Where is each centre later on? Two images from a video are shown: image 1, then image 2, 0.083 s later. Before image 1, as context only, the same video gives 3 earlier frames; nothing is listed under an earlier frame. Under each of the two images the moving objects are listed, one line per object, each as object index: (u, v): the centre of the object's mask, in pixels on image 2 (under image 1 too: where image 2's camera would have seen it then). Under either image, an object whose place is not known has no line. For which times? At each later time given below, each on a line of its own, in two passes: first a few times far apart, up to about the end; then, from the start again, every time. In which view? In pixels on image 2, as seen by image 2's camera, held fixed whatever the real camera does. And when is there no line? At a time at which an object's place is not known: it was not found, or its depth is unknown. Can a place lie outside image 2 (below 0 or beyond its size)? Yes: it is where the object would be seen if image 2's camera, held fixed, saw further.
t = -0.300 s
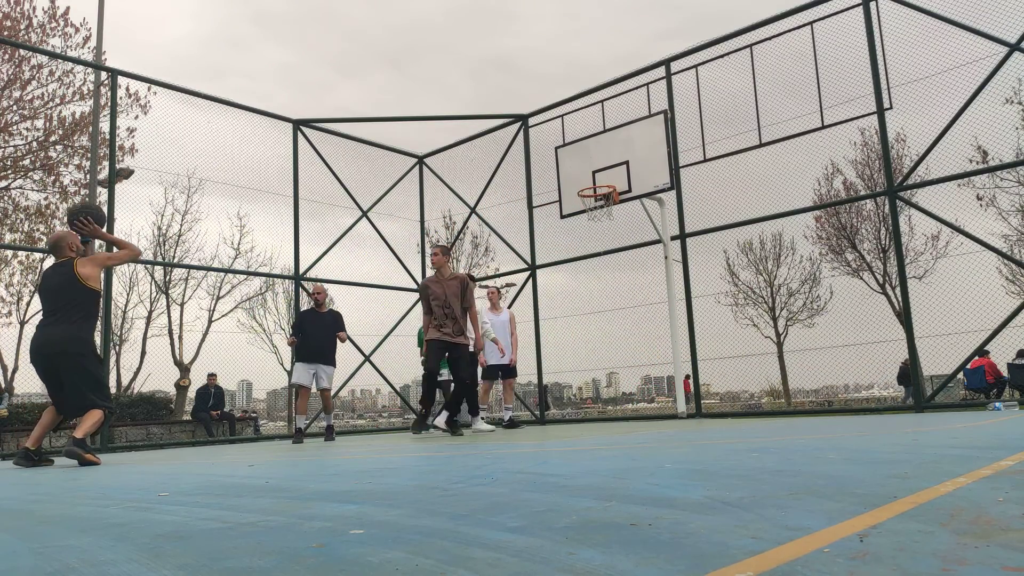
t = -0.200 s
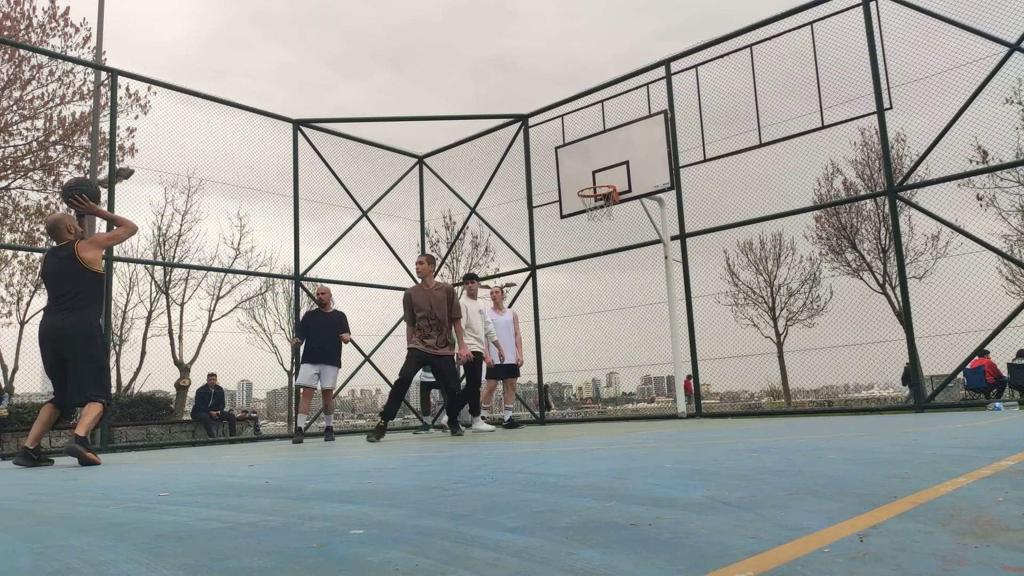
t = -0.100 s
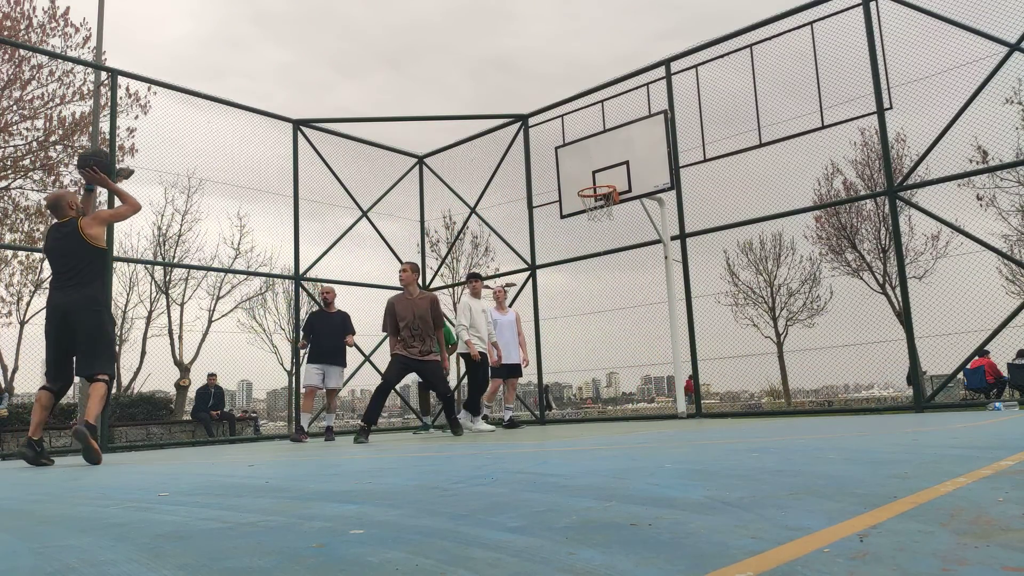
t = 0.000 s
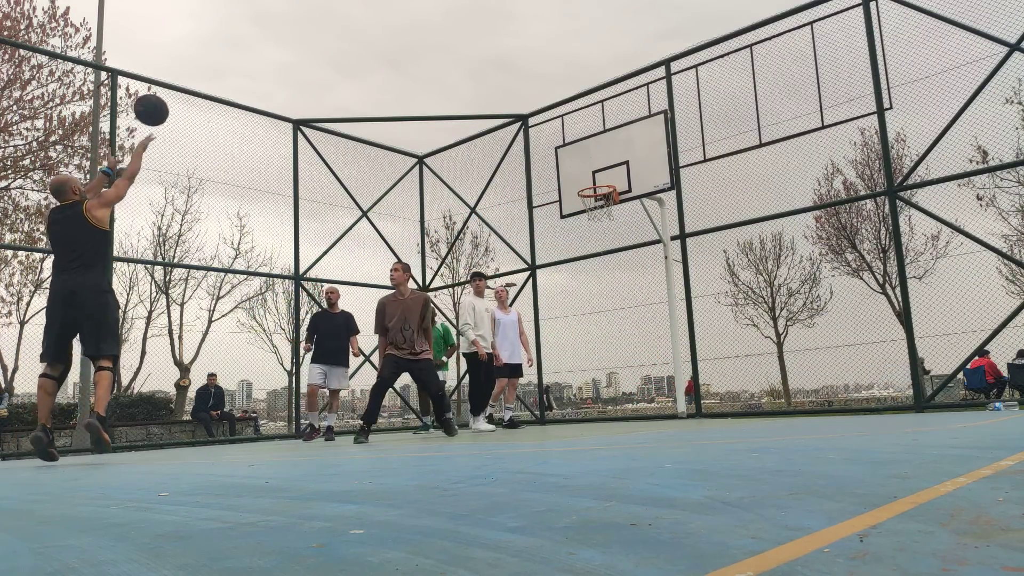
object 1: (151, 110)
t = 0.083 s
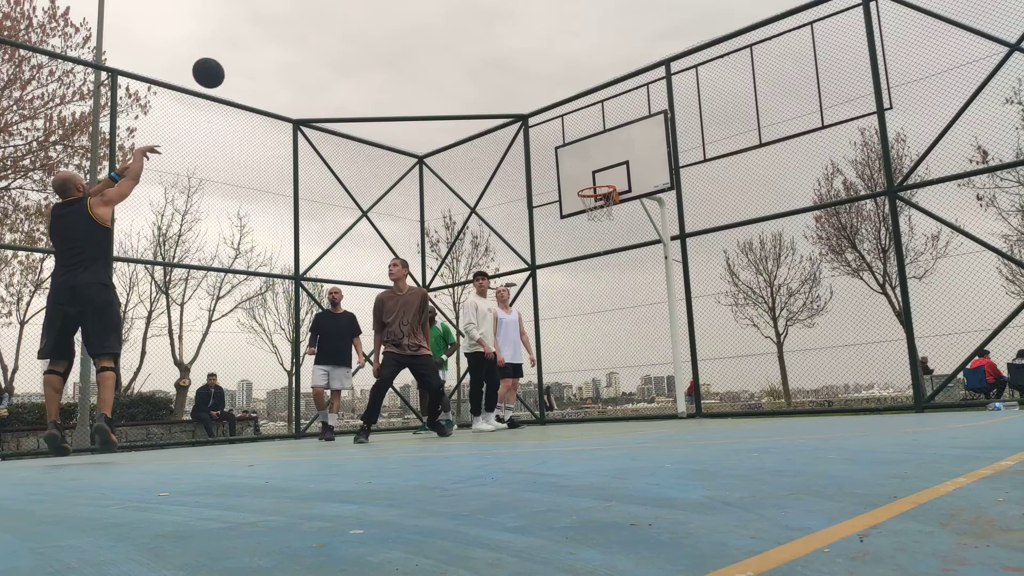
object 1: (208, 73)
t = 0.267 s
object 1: (312, 29)
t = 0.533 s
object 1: (427, 30)
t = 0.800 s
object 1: (517, 85)
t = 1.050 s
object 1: (589, 172)
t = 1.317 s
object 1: (625, 253)
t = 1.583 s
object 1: (652, 361)
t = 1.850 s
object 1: (648, 350)
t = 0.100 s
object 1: (219, 67)
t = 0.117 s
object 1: (229, 61)
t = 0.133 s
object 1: (239, 56)
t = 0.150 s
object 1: (249, 52)
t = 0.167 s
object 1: (259, 47)
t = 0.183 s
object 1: (268, 43)
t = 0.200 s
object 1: (277, 40)
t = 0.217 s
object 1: (286, 36)
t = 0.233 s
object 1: (295, 33)
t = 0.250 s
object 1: (304, 31)
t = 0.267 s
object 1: (312, 29)
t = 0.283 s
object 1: (320, 27)
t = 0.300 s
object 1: (328, 25)
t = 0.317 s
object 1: (336, 24)
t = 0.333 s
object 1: (344, 23)
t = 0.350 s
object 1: (352, 22)
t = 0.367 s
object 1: (359, 22)
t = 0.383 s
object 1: (366, 21)
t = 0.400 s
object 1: (373, 22)
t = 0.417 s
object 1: (381, 22)
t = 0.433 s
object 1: (387, 22)
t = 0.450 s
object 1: (394, 23)
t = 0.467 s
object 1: (401, 24)
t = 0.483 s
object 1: (408, 25)
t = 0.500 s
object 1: (414, 27)
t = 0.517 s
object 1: (421, 28)
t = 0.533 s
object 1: (427, 30)
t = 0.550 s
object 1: (433, 32)
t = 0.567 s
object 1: (439, 35)
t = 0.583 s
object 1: (445, 37)
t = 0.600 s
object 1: (451, 40)
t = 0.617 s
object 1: (457, 42)
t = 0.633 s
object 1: (463, 45)
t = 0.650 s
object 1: (469, 49)
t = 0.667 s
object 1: (474, 52)
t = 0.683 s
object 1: (480, 55)
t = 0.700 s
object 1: (486, 59)
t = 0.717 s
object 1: (491, 63)
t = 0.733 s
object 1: (496, 67)
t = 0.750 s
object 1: (502, 71)
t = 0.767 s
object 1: (507, 76)
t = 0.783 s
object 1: (512, 80)
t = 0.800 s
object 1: (517, 85)
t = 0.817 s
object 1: (522, 90)
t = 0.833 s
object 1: (527, 95)
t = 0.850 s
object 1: (532, 100)
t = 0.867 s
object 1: (537, 105)
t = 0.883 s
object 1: (542, 110)
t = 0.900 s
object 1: (547, 116)
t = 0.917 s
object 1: (552, 122)
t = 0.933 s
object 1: (557, 128)
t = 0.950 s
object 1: (561, 134)
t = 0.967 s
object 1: (566, 140)
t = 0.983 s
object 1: (571, 146)
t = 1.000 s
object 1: (575, 153)
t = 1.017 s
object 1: (580, 159)
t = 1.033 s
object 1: (584, 165)
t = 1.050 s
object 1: (589, 172)
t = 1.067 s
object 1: (593, 178)
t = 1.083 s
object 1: (598, 188)
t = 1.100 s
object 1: (603, 194)
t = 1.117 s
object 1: (605, 200)
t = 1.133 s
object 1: (608, 204)
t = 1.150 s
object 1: (610, 208)
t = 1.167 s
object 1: (612, 214)
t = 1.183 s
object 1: (613, 217)
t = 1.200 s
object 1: (615, 221)
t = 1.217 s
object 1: (616, 225)
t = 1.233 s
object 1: (618, 229)
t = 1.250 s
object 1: (619, 233)
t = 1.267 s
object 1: (621, 238)
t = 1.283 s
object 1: (622, 243)
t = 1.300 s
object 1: (624, 248)
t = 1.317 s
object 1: (625, 253)
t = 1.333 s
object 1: (627, 259)
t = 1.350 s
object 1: (628, 264)
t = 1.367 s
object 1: (630, 270)
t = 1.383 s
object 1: (631, 276)
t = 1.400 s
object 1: (633, 282)
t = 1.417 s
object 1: (634, 288)
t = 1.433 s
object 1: (636, 295)
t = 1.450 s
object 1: (638, 301)
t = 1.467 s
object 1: (640, 308)
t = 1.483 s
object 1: (641, 315)
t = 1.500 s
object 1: (643, 323)
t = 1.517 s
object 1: (645, 330)
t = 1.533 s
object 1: (646, 337)
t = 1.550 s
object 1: (648, 345)
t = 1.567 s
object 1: (650, 353)
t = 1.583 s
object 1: (652, 361)
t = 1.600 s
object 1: (654, 369)
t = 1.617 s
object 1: (656, 378)
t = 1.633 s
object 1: (657, 386)
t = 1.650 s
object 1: (660, 395)
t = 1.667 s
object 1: (661, 404)
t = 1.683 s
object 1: (663, 413)
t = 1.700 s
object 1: (662, 408)
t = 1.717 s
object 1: (660, 400)
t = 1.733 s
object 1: (659, 393)
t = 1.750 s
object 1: (657, 386)
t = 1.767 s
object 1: (655, 380)
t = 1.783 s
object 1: (654, 373)
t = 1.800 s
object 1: (652, 367)
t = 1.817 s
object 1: (651, 361)
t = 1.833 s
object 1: (649, 356)
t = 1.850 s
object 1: (648, 350)
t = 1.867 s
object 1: (646, 345)
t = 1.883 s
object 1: (645, 340)
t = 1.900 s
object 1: (643, 335)
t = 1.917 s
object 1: (642, 330)
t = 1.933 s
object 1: (640, 325)
